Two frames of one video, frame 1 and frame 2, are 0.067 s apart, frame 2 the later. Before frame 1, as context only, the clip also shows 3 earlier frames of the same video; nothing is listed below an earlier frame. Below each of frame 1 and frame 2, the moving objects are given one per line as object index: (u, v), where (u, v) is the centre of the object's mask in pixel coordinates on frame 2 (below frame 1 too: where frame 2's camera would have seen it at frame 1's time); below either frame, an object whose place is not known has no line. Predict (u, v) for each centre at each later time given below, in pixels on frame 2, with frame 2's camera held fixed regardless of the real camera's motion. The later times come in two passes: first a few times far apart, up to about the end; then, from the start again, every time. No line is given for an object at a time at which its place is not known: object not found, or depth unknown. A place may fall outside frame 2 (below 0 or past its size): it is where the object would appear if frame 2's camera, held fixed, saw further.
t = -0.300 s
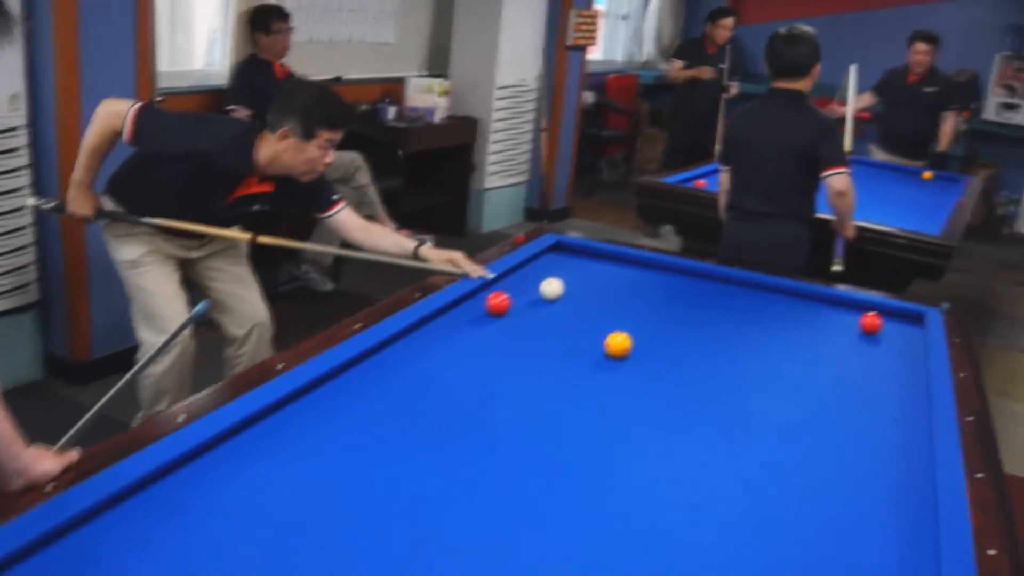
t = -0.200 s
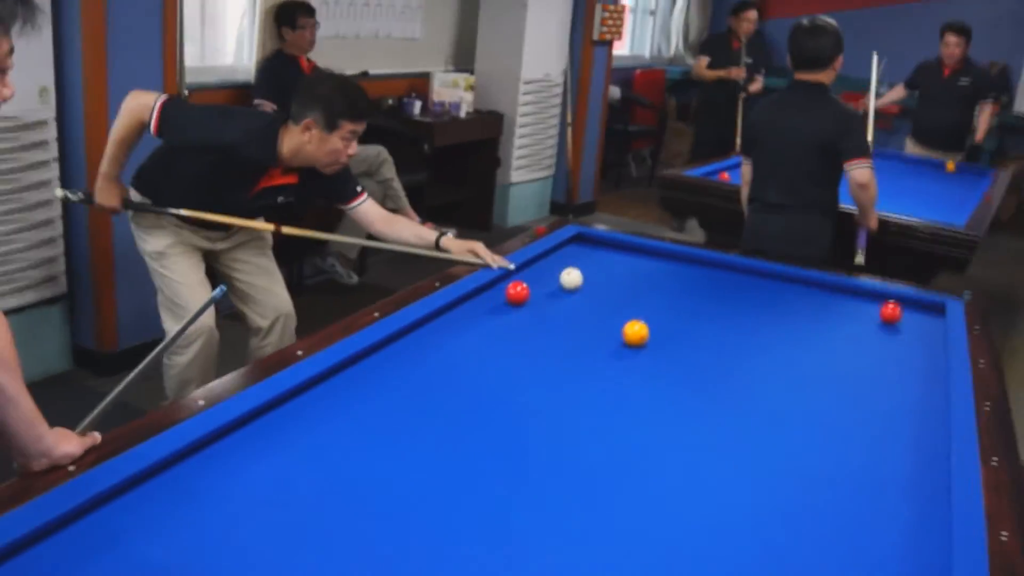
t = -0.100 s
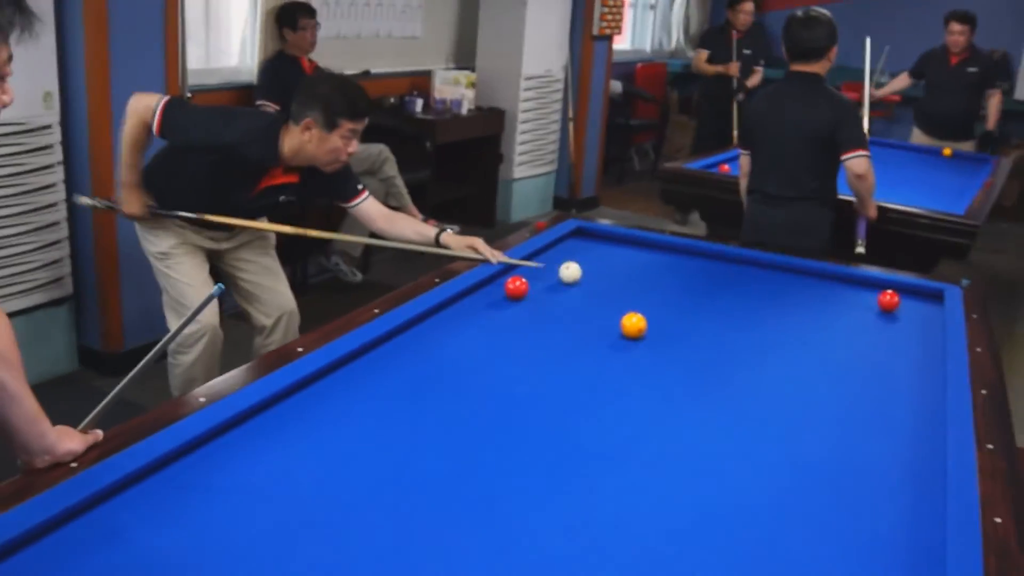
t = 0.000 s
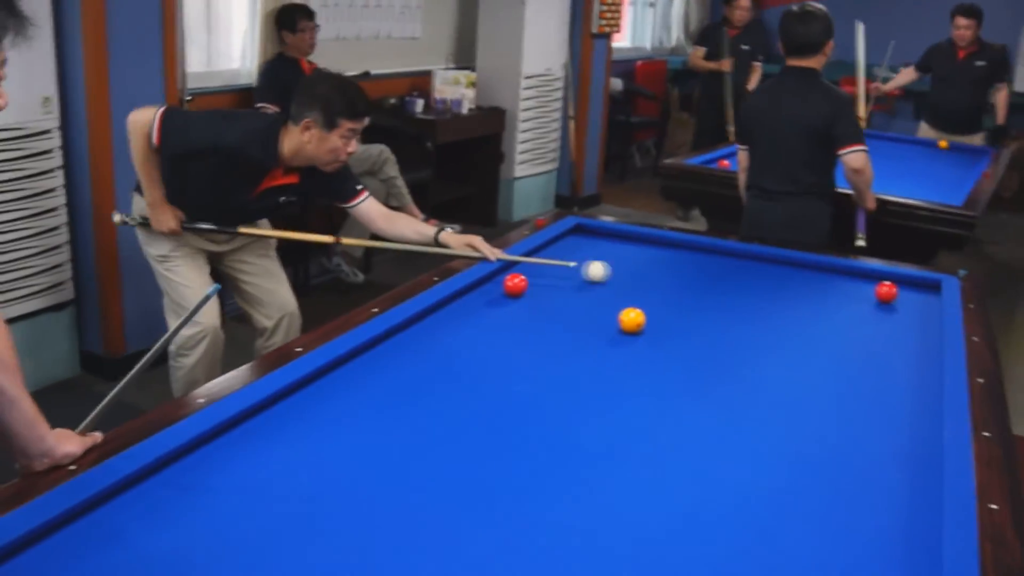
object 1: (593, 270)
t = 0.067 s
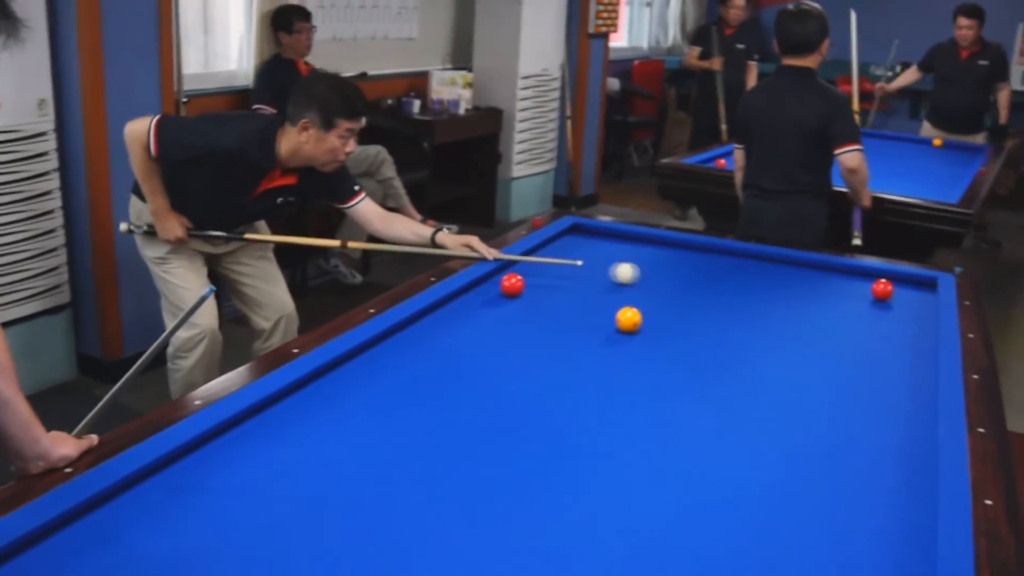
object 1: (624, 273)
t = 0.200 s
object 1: (687, 278)
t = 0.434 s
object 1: (794, 286)
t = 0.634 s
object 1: (877, 295)
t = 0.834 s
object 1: (920, 307)
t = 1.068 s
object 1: (873, 305)
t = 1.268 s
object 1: (837, 303)
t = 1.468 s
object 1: (802, 301)
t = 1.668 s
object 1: (766, 299)
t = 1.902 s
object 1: (724, 297)
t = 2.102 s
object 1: (688, 295)
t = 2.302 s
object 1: (654, 293)
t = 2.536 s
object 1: (614, 291)
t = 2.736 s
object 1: (581, 289)
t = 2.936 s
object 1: (549, 287)
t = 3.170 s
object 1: (531, 286)
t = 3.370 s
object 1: (524, 286)
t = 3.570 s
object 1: (519, 285)
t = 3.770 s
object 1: (521, 284)
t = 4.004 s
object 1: (523, 284)
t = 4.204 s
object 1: (523, 284)
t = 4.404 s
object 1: (524, 283)
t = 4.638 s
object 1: (524, 284)
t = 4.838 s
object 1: (524, 283)
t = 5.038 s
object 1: (526, 282)
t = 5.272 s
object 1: (528, 283)
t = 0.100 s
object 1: (640, 274)
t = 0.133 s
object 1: (656, 275)
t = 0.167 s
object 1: (671, 276)
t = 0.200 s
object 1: (687, 278)
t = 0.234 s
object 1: (702, 279)
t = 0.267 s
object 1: (717, 280)
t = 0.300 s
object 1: (733, 282)
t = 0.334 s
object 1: (748, 283)
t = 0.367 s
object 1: (764, 284)
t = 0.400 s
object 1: (779, 285)
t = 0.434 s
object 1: (794, 286)
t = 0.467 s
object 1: (809, 288)
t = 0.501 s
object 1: (825, 289)
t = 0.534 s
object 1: (840, 290)
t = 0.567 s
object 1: (855, 291)
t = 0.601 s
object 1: (868, 293)
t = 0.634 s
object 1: (877, 295)
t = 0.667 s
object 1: (886, 298)
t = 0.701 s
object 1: (895, 300)
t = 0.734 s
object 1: (905, 303)
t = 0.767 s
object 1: (915, 305)
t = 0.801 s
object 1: (923, 307)
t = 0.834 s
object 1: (920, 307)
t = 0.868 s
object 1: (912, 307)
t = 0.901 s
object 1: (905, 307)
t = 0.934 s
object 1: (898, 306)
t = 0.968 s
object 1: (892, 306)
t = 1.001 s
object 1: (886, 305)
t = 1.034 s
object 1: (880, 305)
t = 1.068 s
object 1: (873, 305)
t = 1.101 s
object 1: (867, 304)
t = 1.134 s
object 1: (861, 304)
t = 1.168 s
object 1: (855, 304)
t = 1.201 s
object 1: (849, 303)
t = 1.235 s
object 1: (843, 303)
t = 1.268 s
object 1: (837, 303)
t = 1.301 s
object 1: (832, 302)
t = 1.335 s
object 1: (826, 302)
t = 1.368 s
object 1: (820, 302)
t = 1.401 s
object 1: (814, 302)
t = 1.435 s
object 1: (808, 301)
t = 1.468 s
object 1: (802, 301)
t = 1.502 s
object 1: (796, 301)
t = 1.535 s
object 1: (790, 301)
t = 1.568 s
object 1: (784, 300)
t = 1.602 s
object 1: (778, 300)
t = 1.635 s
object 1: (772, 299)
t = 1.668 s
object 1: (766, 299)
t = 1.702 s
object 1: (760, 299)
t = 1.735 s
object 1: (754, 298)
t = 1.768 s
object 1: (748, 298)
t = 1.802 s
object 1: (742, 298)
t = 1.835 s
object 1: (736, 298)
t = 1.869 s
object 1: (730, 297)
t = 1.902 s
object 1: (724, 297)
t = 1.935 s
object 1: (718, 297)
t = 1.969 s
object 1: (712, 296)
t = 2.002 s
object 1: (706, 296)
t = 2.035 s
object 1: (700, 296)
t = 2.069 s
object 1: (694, 295)
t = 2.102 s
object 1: (688, 295)
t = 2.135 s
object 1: (683, 295)
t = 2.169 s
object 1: (677, 294)
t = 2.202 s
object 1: (671, 294)
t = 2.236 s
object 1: (665, 293)
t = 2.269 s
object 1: (660, 293)
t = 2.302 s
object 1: (654, 293)
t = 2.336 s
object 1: (648, 293)
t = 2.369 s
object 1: (643, 292)
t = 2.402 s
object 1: (637, 292)
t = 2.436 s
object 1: (631, 292)
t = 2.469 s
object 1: (625, 291)
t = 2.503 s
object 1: (620, 291)
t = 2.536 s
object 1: (614, 291)
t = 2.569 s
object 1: (608, 290)
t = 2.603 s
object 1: (603, 290)
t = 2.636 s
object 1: (597, 290)
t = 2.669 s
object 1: (591, 289)
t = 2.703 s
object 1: (586, 289)
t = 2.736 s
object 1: (581, 289)
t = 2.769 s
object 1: (575, 289)
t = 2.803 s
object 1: (570, 288)
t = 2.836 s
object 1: (565, 288)
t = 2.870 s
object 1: (559, 288)
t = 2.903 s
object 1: (554, 287)
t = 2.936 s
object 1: (549, 287)
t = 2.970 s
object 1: (543, 287)
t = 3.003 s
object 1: (538, 286)
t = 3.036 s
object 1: (535, 286)
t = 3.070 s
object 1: (534, 287)
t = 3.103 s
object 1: (533, 286)
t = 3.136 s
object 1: (532, 286)
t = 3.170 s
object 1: (531, 286)
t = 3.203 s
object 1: (529, 286)
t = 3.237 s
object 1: (528, 286)
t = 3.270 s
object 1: (527, 286)
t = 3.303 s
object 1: (526, 286)
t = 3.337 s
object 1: (525, 286)
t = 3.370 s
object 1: (524, 286)
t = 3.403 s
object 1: (523, 286)
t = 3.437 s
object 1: (522, 286)
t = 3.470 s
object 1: (521, 286)
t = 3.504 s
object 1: (521, 286)
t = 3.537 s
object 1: (520, 285)
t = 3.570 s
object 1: (519, 285)
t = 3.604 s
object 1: (519, 285)
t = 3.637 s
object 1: (519, 285)
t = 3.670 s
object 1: (520, 284)
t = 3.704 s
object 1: (520, 285)
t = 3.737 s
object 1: (520, 284)
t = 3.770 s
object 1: (521, 284)
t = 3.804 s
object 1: (521, 284)
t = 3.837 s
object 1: (521, 284)
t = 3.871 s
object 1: (521, 284)
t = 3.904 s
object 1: (522, 284)
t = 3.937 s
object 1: (522, 284)
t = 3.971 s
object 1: (522, 284)
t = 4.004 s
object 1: (523, 284)
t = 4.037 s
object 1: (523, 284)
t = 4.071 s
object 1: (523, 284)
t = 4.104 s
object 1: (523, 284)
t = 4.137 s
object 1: (523, 284)
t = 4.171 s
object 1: (523, 284)
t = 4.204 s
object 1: (523, 284)
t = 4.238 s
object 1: (523, 284)
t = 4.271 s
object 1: (523, 284)
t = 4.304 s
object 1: (523, 284)
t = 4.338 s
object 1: (523, 284)
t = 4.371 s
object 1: (524, 283)
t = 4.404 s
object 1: (524, 283)
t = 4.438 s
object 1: (524, 283)
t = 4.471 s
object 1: (523, 283)
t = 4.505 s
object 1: (523, 283)
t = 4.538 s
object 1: (523, 283)
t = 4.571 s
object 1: (524, 283)
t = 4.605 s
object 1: (524, 284)
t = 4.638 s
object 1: (524, 284)
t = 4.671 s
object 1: (524, 284)
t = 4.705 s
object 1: (524, 284)
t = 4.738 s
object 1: (524, 283)
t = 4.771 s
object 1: (524, 283)
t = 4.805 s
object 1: (524, 283)
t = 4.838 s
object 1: (524, 283)
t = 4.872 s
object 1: (524, 282)
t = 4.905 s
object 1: (525, 282)
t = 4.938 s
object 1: (525, 282)
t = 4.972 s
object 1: (525, 282)
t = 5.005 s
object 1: (525, 282)
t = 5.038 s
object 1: (526, 282)
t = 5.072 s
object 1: (526, 282)
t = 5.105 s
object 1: (526, 282)
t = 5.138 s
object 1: (526, 282)
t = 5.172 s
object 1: (527, 283)
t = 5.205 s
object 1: (527, 283)
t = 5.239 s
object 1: (528, 283)
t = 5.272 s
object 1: (528, 283)
